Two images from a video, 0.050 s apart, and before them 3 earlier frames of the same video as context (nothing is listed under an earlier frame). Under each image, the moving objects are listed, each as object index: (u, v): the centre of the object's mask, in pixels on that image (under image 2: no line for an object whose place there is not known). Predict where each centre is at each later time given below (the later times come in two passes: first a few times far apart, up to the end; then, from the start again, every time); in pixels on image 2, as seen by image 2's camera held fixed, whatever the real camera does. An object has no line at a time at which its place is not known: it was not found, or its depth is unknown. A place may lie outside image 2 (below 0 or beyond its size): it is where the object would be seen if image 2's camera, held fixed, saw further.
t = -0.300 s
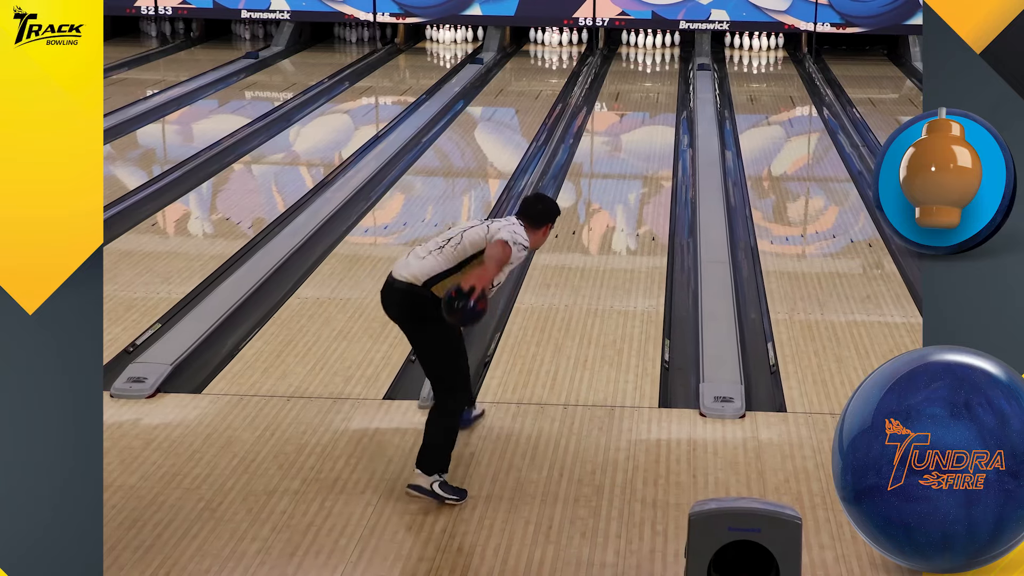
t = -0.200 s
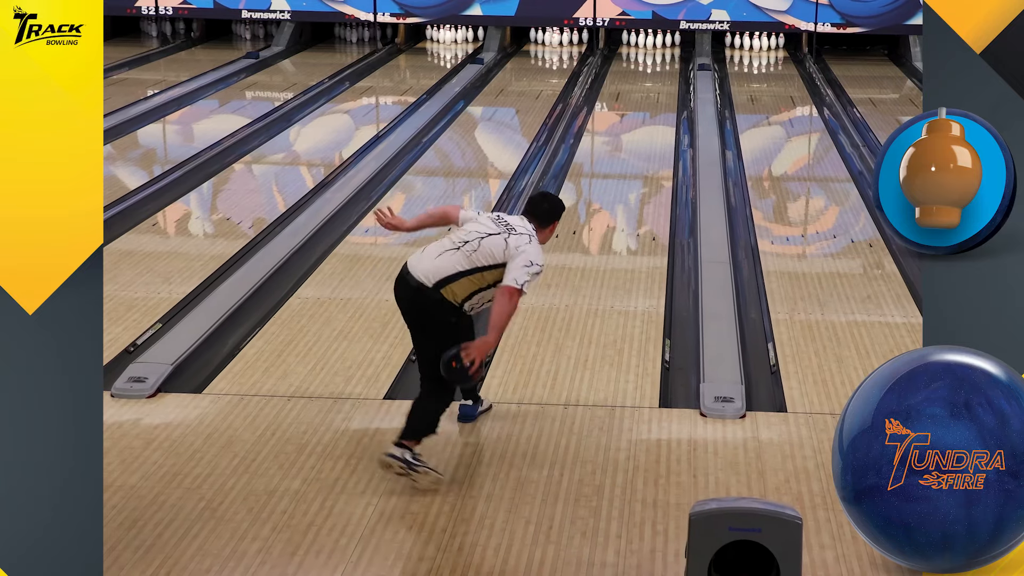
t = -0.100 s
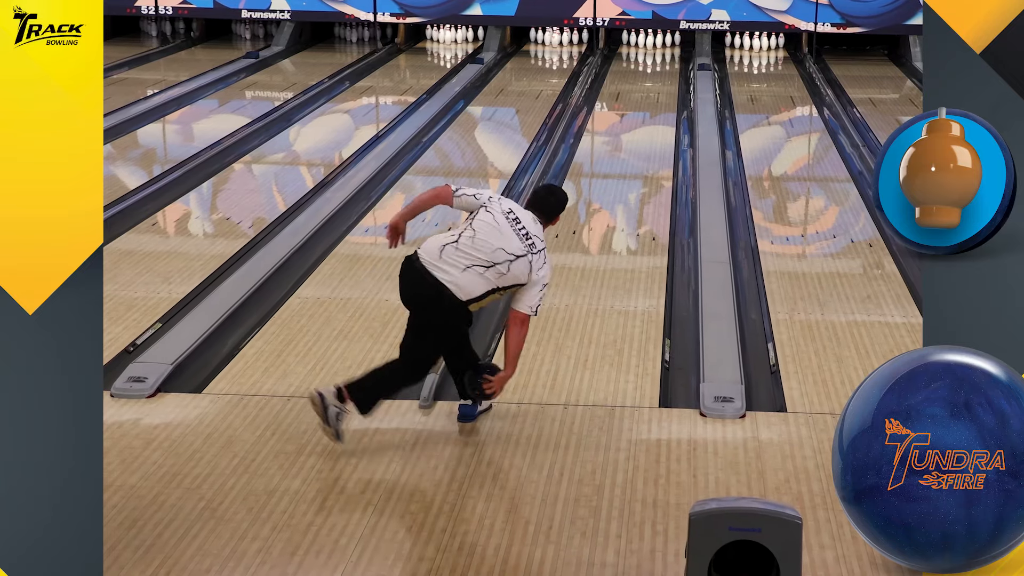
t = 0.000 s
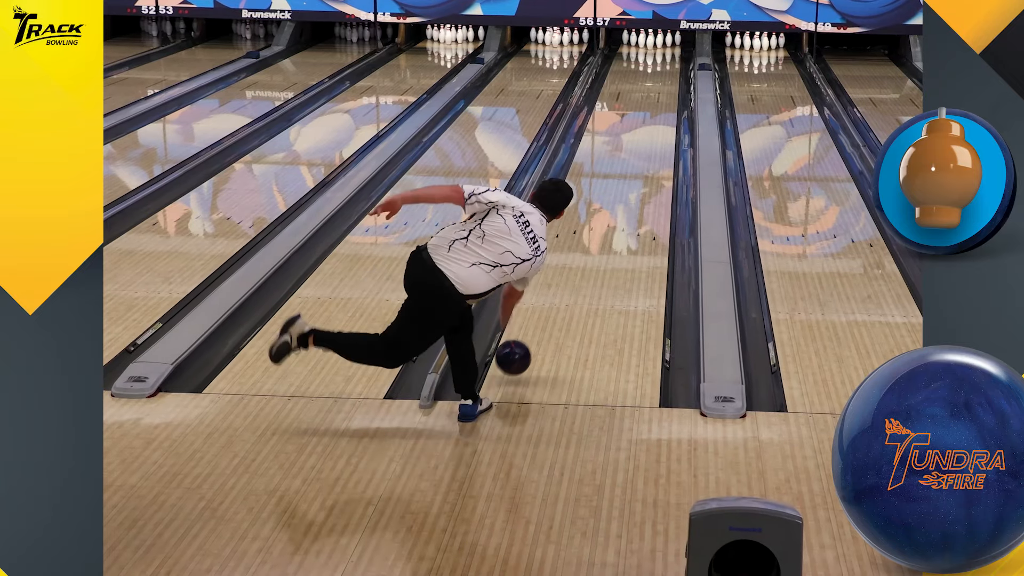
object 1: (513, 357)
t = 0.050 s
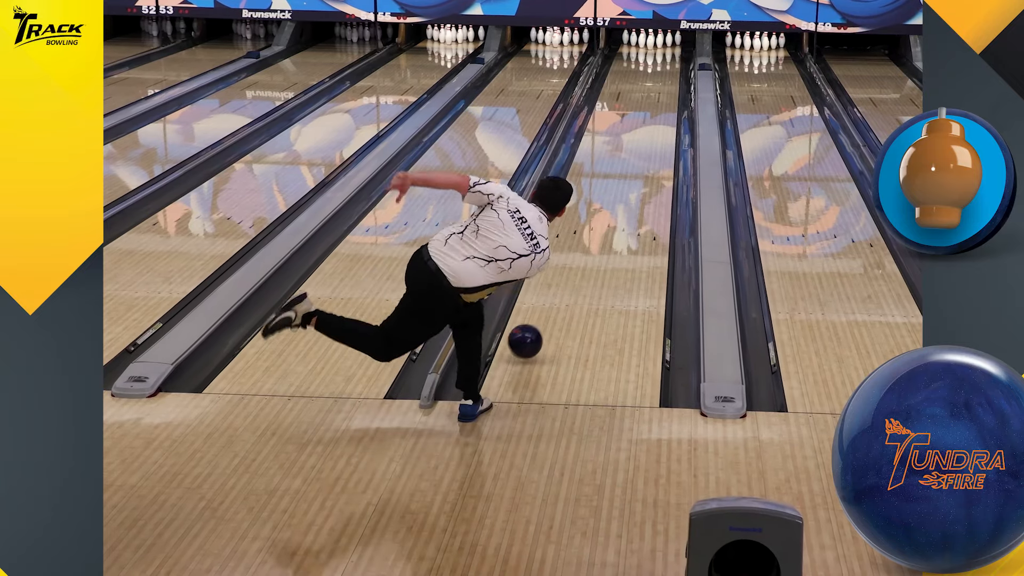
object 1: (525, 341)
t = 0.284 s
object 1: (569, 271)
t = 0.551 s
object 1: (604, 210)
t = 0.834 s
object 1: (630, 162)
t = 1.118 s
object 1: (649, 126)
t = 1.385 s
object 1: (662, 99)
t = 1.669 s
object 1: (669, 76)
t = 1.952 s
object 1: (668, 59)
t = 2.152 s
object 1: (661, 49)
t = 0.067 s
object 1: (529, 336)
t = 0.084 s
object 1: (532, 333)
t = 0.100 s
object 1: (536, 328)
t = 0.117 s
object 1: (539, 321)
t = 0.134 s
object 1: (543, 316)
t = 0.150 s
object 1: (546, 311)
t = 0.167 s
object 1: (549, 305)
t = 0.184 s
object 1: (552, 300)
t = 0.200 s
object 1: (555, 295)
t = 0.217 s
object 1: (558, 290)
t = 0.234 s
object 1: (561, 285)
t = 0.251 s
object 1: (563, 280)
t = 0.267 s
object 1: (566, 275)
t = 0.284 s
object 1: (569, 271)
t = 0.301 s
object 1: (572, 267)
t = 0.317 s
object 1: (575, 263)
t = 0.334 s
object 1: (578, 259)
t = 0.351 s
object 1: (581, 254)
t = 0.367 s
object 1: (585, 251)
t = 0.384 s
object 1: (584, 244)
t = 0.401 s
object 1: (585, 241)
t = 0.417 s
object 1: (588, 238)
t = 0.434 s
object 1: (590, 234)
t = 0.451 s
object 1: (592, 230)
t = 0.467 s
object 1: (594, 226)
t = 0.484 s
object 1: (596, 223)
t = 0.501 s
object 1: (598, 220)
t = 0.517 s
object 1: (600, 216)
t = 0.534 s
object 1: (602, 213)
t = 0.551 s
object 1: (604, 210)
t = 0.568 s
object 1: (606, 207)
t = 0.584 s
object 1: (607, 204)
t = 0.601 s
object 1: (609, 200)
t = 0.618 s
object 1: (611, 197)
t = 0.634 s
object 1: (612, 194)
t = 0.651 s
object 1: (614, 192)
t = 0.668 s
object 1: (615, 189)
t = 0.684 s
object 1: (617, 186)
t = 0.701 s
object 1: (619, 183)
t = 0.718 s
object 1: (620, 181)
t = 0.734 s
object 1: (621, 178)
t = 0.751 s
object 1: (623, 175)
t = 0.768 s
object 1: (624, 172)
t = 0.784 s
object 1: (626, 170)
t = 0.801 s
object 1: (627, 167)
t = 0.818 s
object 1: (629, 165)
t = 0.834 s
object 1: (630, 162)
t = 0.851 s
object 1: (631, 160)
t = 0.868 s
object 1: (632, 158)
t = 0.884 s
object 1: (634, 155)
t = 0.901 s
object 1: (635, 153)
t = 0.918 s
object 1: (636, 151)
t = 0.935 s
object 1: (637, 149)
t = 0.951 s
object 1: (638, 147)
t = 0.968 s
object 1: (639, 144)
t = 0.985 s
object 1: (641, 142)
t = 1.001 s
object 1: (642, 140)
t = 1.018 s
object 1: (643, 138)
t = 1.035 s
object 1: (644, 136)
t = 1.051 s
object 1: (645, 134)
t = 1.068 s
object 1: (646, 132)
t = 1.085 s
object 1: (647, 130)
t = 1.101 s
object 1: (648, 128)
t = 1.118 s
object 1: (649, 126)
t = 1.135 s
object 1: (650, 124)
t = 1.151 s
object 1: (651, 122)
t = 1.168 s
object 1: (652, 121)
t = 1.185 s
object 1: (652, 119)
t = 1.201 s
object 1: (653, 117)
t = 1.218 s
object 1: (654, 115)
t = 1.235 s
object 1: (655, 114)
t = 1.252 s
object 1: (655, 112)
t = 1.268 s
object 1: (656, 110)
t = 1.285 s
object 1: (657, 109)
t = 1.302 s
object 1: (658, 107)
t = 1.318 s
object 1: (659, 105)
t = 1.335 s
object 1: (659, 104)
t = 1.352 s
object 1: (660, 102)
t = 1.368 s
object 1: (661, 101)
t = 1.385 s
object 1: (662, 99)
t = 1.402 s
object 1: (662, 98)
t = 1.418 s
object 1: (663, 96)
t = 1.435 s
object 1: (663, 95)
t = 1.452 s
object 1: (664, 94)
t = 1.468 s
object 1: (665, 92)
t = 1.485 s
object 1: (665, 90)
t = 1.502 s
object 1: (666, 89)
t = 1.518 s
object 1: (666, 88)
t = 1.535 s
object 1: (667, 86)
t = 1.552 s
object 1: (667, 85)
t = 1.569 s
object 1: (667, 84)
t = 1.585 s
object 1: (668, 83)
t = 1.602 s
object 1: (668, 81)
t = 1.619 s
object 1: (669, 80)
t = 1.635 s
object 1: (669, 79)
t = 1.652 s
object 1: (669, 78)
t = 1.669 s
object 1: (669, 76)
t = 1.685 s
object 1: (669, 75)
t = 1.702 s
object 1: (670, 74)
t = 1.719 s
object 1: (670, 73)
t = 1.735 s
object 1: (670, 72)
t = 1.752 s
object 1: (670, 71)
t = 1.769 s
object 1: (670, 70)
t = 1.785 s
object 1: (670, 69)
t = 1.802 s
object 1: (670, 68)
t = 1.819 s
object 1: (670, 67)
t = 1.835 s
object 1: (670, 65)
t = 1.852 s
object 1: (669, 64)
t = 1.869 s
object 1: (669, 63)
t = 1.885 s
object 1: (669, 62)
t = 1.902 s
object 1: (669, 61)
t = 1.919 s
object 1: (669, 61)
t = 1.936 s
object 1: (668, 60)
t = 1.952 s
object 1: (668, 59)
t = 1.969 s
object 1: (668, 58)
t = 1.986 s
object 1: (667, 57)
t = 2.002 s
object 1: (667, 56)
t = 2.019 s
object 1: (666, 55)
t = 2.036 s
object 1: (666, 54)
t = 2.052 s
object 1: (665, 53)
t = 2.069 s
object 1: (665, 53)
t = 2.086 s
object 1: (664, 52)
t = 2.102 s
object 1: (663, 51)
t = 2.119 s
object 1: (663, 50)
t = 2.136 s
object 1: (662, 50)
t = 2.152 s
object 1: (661, 49)
